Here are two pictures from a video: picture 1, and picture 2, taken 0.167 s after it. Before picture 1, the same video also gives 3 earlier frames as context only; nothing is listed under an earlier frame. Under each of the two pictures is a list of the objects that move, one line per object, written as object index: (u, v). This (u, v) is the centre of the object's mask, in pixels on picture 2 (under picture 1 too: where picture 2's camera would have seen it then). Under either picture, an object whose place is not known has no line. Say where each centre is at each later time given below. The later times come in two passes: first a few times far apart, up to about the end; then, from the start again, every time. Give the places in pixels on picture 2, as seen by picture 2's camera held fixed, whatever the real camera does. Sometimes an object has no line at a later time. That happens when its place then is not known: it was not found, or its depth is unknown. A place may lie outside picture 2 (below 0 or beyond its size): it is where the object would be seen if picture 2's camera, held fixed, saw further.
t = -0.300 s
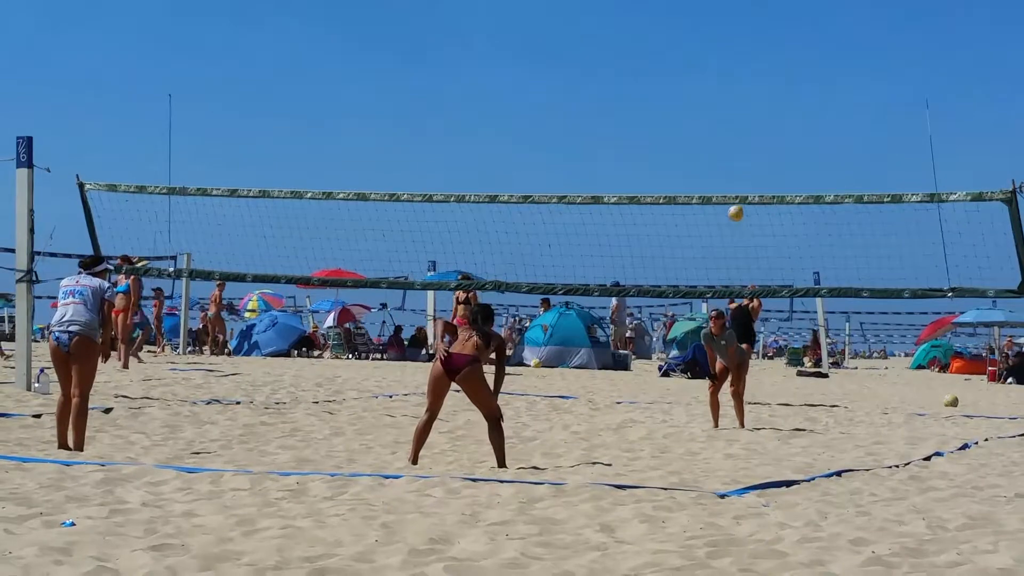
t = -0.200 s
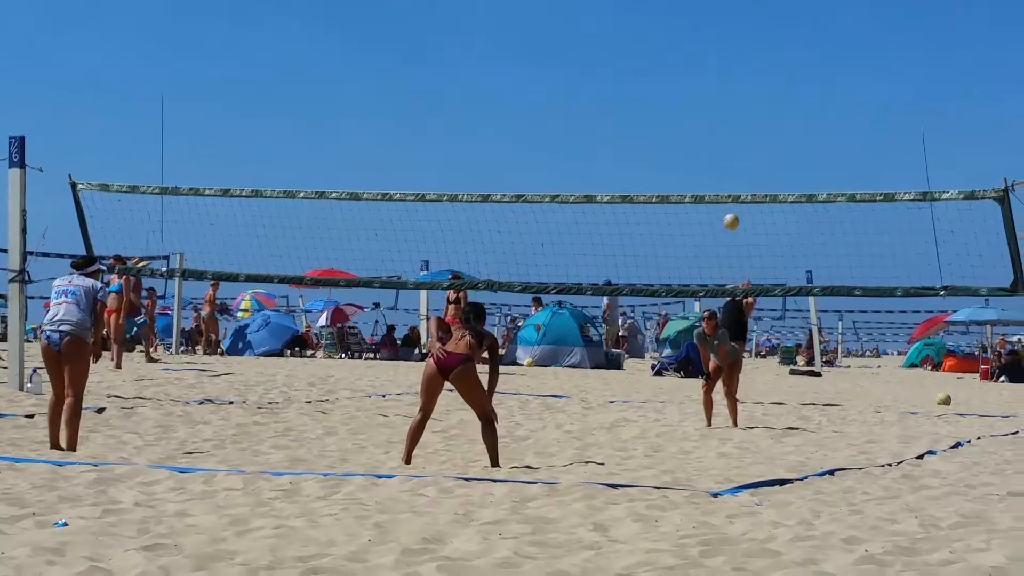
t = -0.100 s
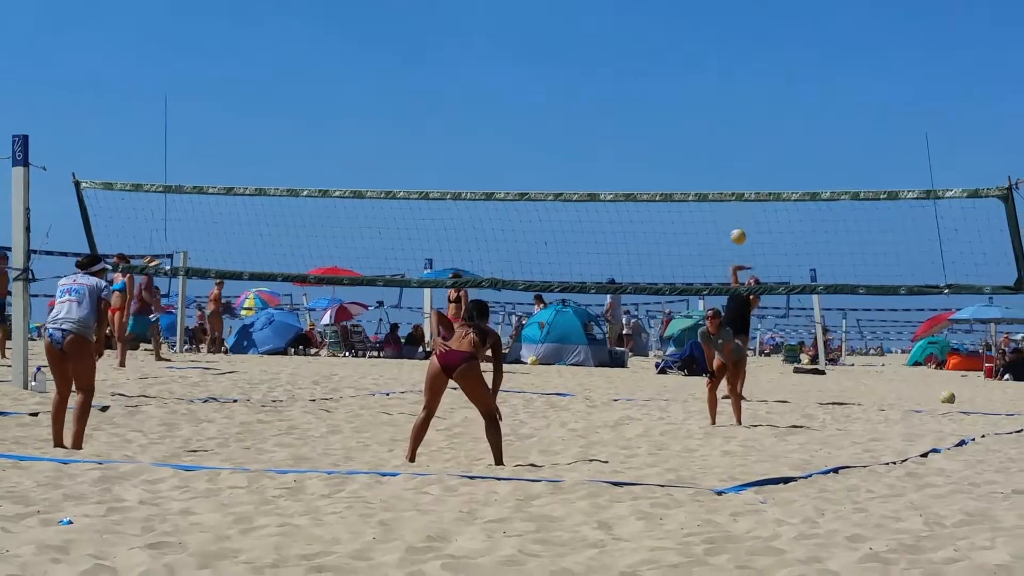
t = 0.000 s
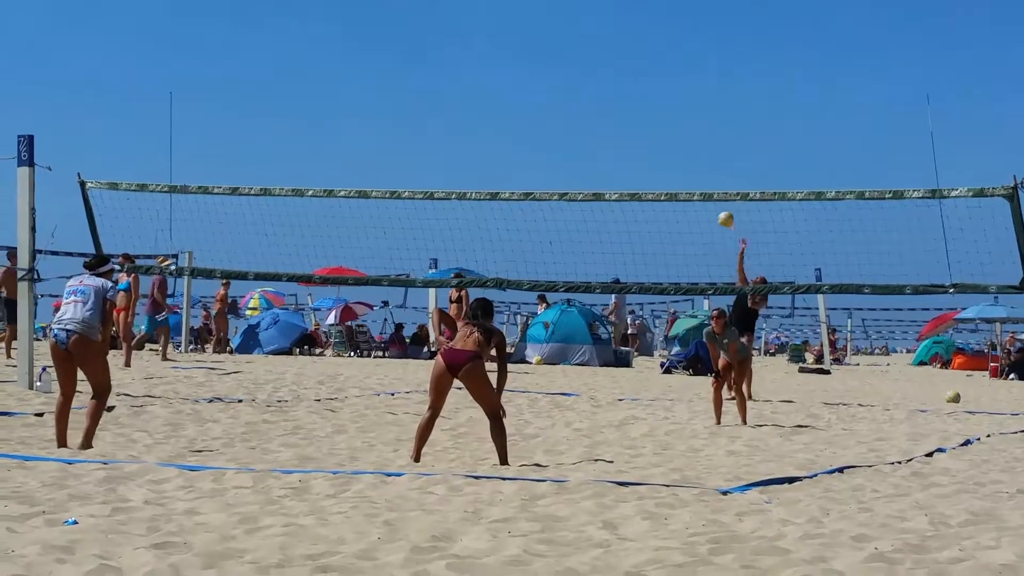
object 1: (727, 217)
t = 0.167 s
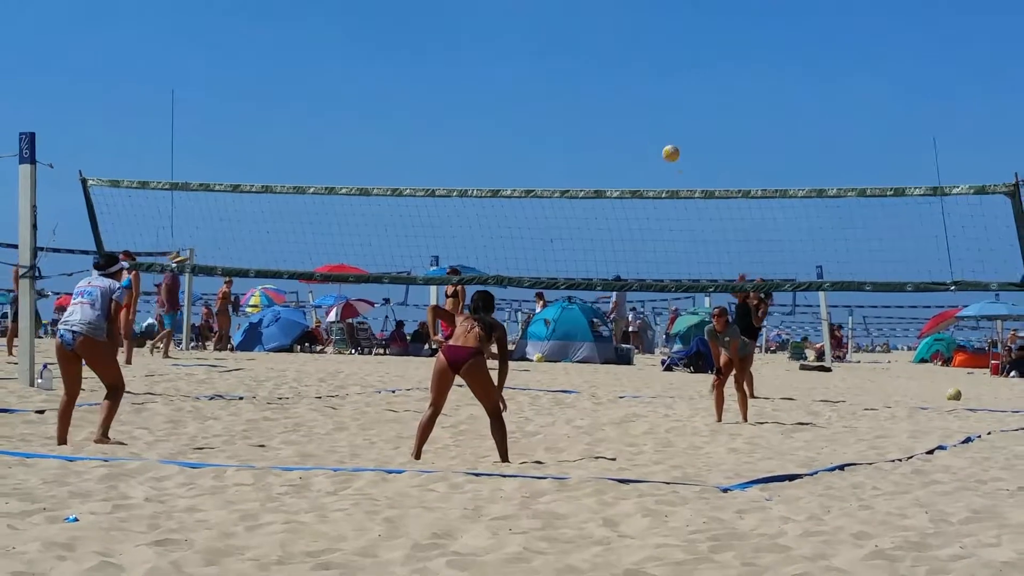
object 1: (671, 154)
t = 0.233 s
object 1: (646, 133)
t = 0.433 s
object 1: (571, 90)
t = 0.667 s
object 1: (475, 84)
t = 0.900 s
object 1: (360, 143)
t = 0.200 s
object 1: (658, 142)
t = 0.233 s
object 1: (646, 133)
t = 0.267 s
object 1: (634, 123)
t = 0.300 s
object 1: (623, 115)
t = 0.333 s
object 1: (610, 107)
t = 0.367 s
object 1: (596, 101)
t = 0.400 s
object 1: (583, 95)
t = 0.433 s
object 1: (571, 90)
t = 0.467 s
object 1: (560, 86)
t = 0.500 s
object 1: (547, 83)
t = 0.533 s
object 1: (533, 81)
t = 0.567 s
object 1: (520, 80)
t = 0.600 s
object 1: (506, 80)
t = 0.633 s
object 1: (491, 82)
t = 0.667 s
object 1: (475, 84)
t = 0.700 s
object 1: (460, 88)
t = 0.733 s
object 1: (444, 94)
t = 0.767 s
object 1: (428, 101)
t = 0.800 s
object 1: (413, 108)
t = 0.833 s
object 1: (396, 119)
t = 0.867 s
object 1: (379, 130)
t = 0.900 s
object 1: (360, 143)
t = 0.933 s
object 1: (342, 159)
